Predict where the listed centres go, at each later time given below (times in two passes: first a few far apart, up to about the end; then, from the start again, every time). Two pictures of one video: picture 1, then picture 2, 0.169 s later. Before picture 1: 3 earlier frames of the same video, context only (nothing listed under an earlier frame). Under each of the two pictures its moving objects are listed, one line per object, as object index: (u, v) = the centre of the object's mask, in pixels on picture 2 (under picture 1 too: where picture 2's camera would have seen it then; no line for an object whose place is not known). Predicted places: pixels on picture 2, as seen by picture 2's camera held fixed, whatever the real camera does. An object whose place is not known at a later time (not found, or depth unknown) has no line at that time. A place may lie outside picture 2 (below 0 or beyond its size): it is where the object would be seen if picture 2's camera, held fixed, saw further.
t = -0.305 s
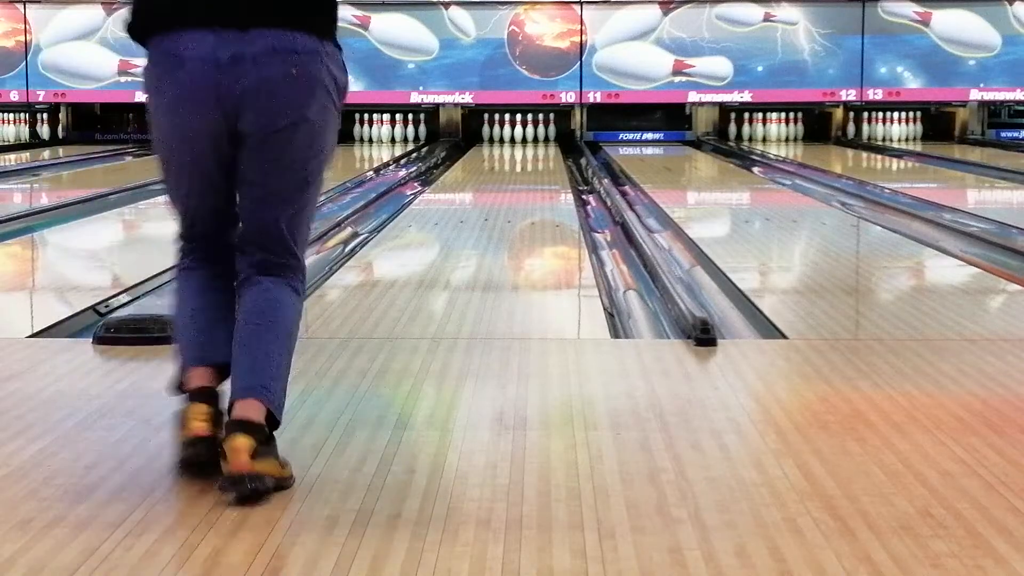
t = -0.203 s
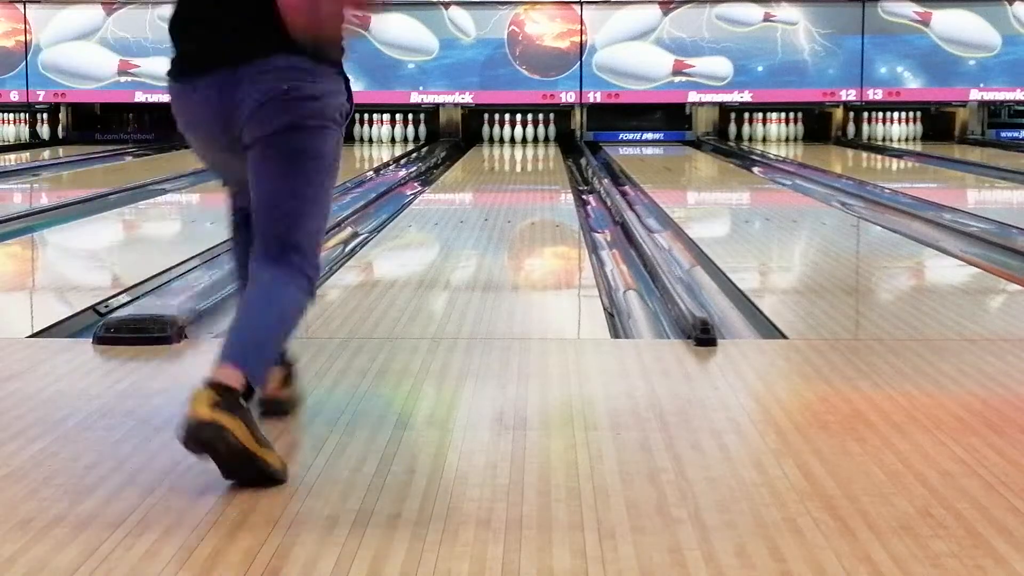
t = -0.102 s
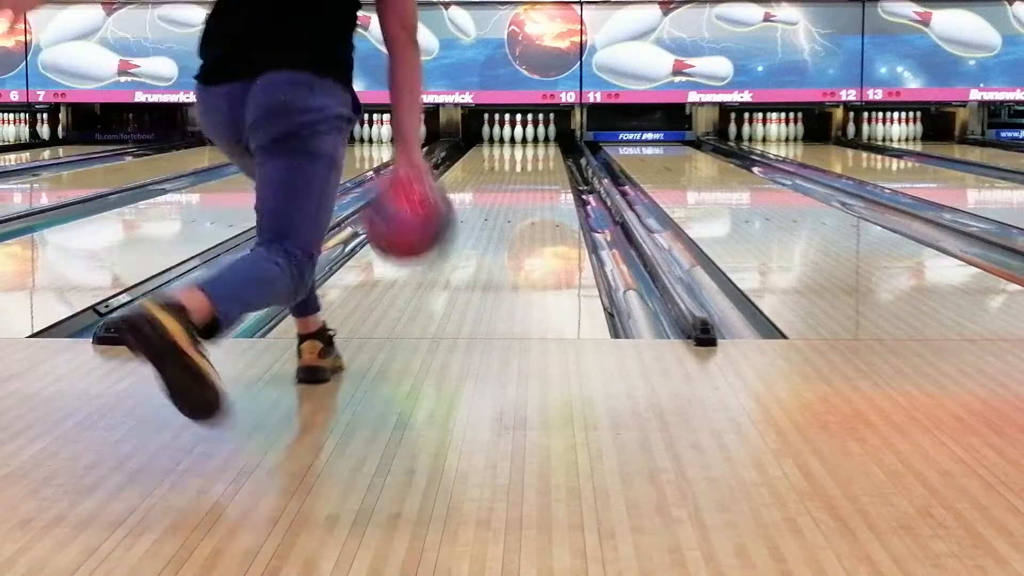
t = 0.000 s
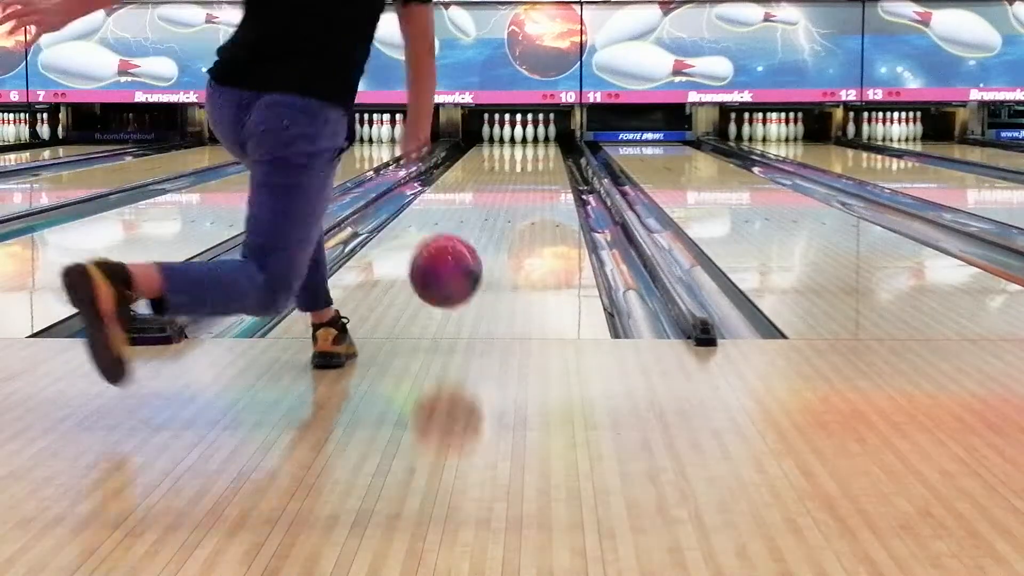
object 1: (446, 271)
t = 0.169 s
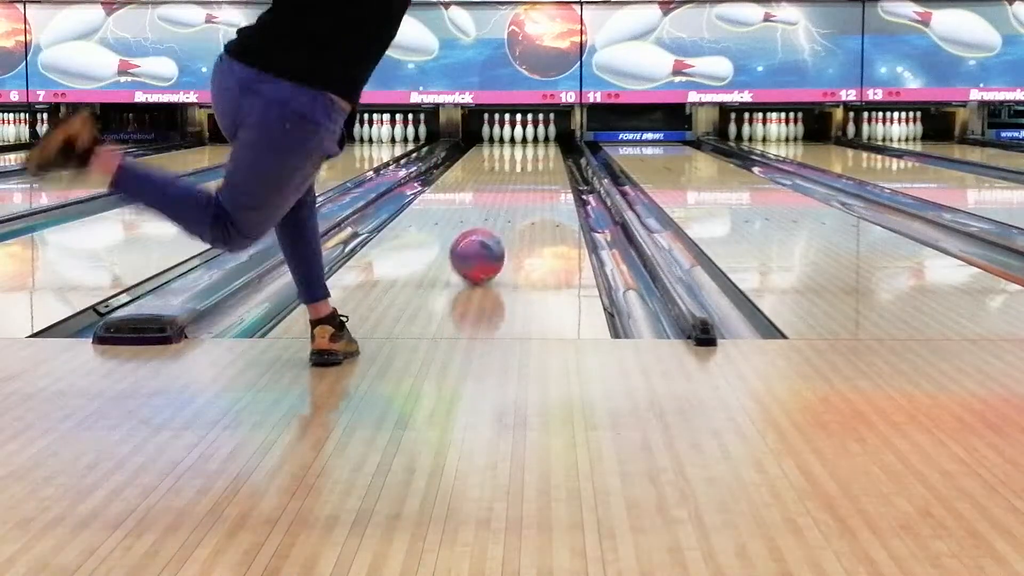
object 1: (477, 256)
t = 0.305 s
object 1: (493, 227)
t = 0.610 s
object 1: (515, 189)
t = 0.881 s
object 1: (525, 171)
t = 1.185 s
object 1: (534, 155)
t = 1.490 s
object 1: (540, 145)
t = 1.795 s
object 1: (544, 137)
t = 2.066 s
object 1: (556, 132)
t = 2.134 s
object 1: (564, 135)
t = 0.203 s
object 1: (482, 247)
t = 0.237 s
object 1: (486, 240)
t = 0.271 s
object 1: (490, 234)
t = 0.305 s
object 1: (493, 227)
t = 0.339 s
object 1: (496, 222)
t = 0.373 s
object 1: (499, 217)
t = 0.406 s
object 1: (502, 213)
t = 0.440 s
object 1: (504, 207)
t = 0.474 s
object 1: (507, 204)
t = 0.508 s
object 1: (509, 200)
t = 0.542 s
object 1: (511, 197)
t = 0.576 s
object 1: (513, 193)
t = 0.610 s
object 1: (515, 189)
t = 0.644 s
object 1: (516, 186)
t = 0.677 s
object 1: (517, 184)
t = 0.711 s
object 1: (519, 181)
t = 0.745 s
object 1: (521, 179)
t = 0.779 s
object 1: (522, 176)
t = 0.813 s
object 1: (523, 174)
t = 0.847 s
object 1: (525, 172)
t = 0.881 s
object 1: (525, 171)
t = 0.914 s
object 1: (527, 167)
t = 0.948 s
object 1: (529, 166)
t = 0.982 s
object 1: (528, 165)
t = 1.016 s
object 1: (529, 163)
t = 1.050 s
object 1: (531, 161)
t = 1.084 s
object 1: (531, 160)
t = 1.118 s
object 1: (532, 157)
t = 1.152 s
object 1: (533, 157)
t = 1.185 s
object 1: (534, 155)
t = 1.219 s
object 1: (534, 154)
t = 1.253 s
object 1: (535, 152)
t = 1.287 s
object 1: (536, 151)
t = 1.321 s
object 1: (536, 150)
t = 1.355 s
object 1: (536, 148)
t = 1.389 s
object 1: (537, 148)
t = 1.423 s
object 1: (539, 146)
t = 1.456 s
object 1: (539, 145)
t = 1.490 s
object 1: (540, 145)
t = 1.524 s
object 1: (540, 144)
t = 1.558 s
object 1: (541, 143)
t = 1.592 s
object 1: (541, 142)
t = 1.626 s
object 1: (541, 142)
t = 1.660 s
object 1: (542, 141)
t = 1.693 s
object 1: (542, 139)
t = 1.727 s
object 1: (543, 139)
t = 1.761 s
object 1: (544, 138)
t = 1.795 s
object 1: (544, 137)
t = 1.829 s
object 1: (545, 137)
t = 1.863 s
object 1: (545, 136)
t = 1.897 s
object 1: (546, 136)
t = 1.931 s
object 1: (545, 135)
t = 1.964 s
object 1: (546, 135)
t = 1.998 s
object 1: (549, 133)
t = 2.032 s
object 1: (553, 132)
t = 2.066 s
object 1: (556, 132)
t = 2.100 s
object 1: (557, 132)
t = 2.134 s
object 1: (564, 135)
